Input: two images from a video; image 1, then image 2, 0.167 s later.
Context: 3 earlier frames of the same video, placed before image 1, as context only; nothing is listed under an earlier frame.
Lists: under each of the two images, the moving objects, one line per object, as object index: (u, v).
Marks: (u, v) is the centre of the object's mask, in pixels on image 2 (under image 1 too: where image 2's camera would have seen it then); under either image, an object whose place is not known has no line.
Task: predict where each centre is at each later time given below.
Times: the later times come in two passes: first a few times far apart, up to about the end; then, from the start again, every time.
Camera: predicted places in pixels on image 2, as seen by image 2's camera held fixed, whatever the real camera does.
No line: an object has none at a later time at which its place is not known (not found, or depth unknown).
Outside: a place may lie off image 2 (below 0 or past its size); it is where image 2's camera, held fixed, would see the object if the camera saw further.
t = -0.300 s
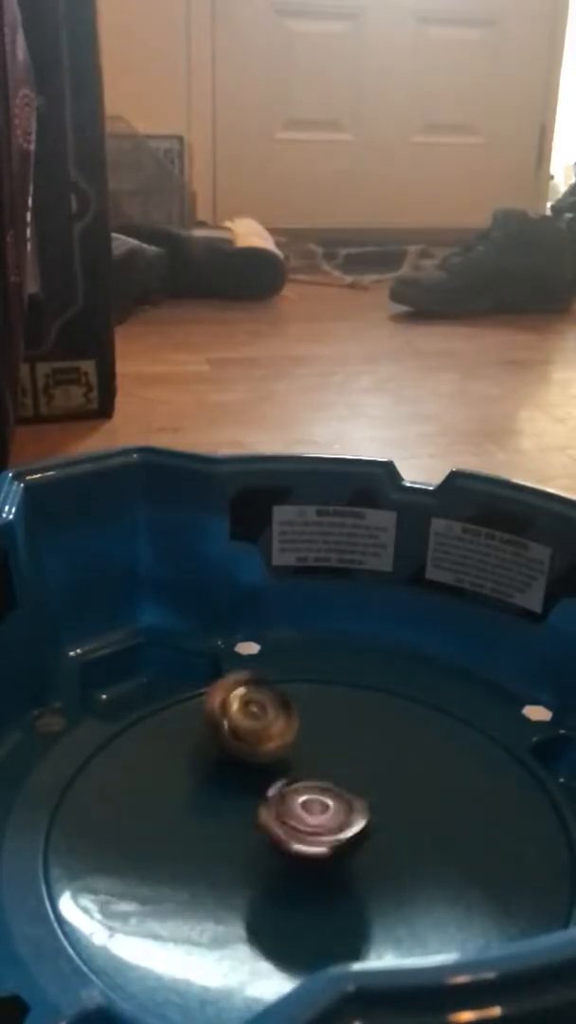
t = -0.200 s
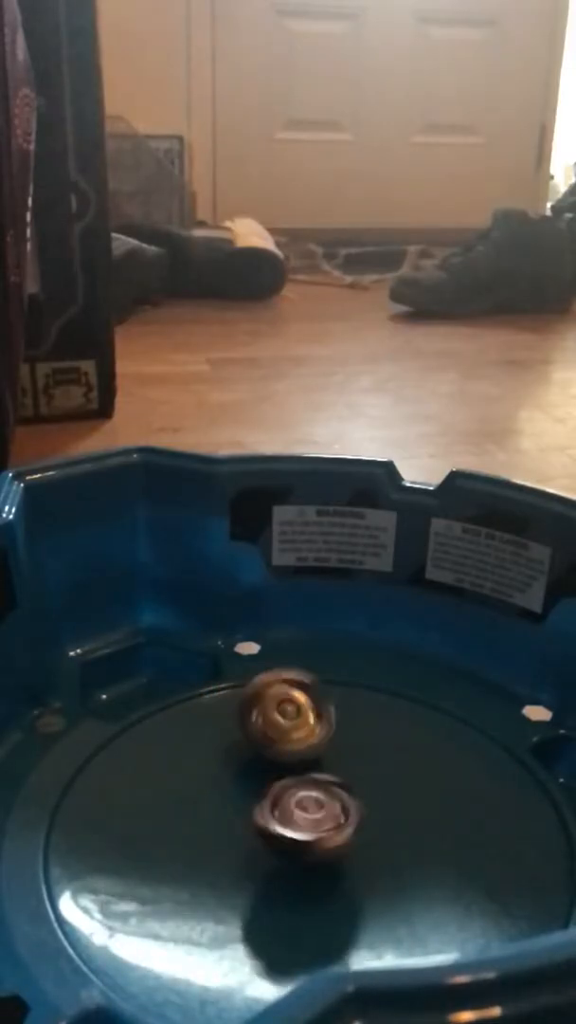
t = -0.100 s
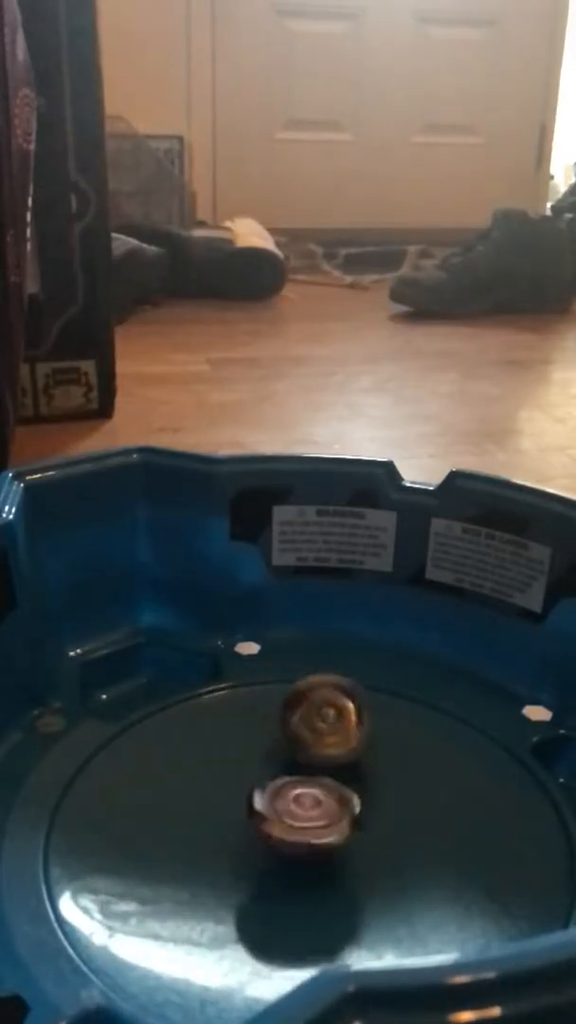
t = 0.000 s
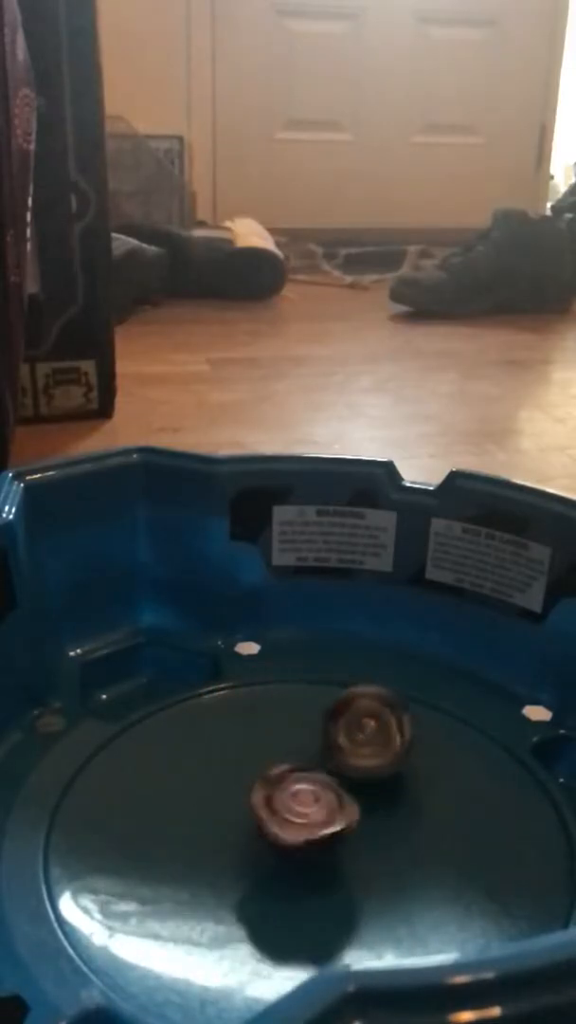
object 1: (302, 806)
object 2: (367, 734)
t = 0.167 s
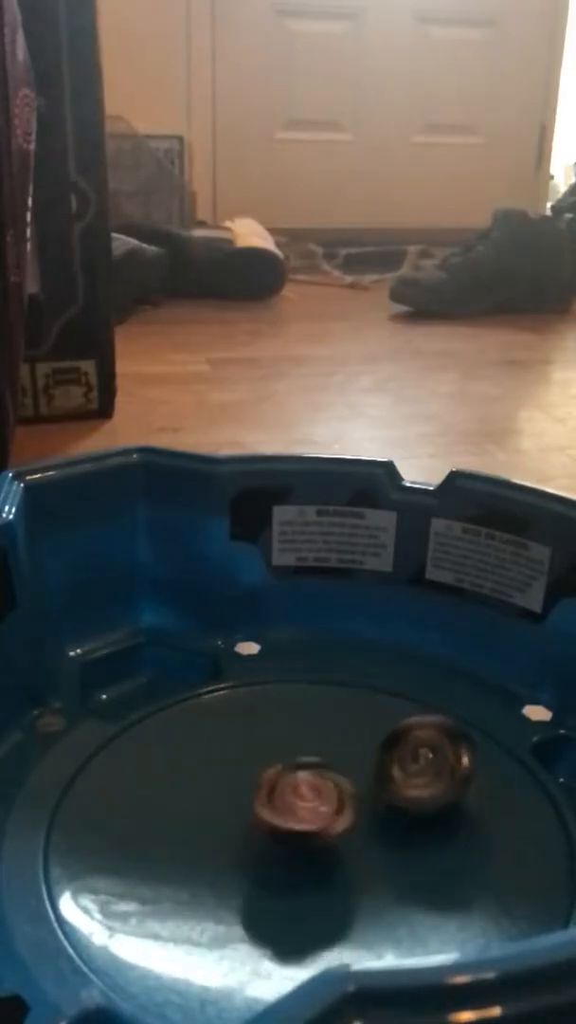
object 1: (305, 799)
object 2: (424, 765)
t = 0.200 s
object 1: (307, 800)
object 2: (432, 773)
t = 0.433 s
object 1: (314, 799)
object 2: (441, 842)
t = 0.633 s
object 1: (317, 798)
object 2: (374, 906)
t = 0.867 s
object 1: (315, 808)
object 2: (262, 917)
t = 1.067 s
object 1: (308, 809)
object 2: (190, 868)
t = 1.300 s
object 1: (298, 811)
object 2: (179, 784)
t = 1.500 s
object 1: (296, 804)
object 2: (229, 731)
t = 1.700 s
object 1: (302, 799)
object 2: (309, 716)
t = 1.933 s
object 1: (317, 799)
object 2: (398, 739)
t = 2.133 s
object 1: (324, 802)
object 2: (434, 792)
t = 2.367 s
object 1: (305, 804)
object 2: (419, 880)
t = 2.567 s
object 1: (284, 789)
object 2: (327, 924)
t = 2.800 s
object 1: (284, 781)
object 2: (216, 901)
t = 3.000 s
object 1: (300, 785)
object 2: (175, 818)
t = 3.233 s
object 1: (313, 803)
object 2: (217, 738)
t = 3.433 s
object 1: (306, 816)
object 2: (297, 713)
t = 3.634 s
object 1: (296, 826)
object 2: (380, 730)
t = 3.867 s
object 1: (290, 820)
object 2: (435, 794)
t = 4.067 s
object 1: (300, 808)
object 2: (412, 872)
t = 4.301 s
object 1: (325, 806)
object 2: (293, 921)
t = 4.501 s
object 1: (332, 807)
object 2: (203, 886)
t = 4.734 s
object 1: (328, 804)
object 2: (184, 795)
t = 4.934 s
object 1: (313, 805)
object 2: (240, 740)
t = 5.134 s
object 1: (304, 795)
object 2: (330, 722)
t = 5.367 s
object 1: (306, 790)
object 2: (411, 759)
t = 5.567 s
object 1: (308, 793)
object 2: (429, 827)
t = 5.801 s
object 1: (306, 805)
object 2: (340, 901)
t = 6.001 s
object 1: (300, 812)
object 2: (232, 898)
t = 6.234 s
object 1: (298, 806)
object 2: (183, 824)
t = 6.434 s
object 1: (319, 812)
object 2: (228, 764)
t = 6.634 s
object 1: (330, 817)
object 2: (318, 738)
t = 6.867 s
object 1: (331, 825)
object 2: (415, 762)
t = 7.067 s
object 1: (312, 821)
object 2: (439, 816)
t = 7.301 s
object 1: (292, 791)
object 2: (372, 888)
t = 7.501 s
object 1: (302, 774)
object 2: (263, 886)
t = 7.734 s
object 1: (318, 779)
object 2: (205, 810)
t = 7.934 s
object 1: (359, 838)
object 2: (200, 732)
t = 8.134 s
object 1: (336, 867)
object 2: (266, 745)
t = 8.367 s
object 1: (235, 880)
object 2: (359, 780)
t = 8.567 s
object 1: (241, 855)
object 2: (425, 779)
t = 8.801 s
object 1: (245, 792)
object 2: (343, 816)
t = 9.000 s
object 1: (233, 781)
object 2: (320, 836)
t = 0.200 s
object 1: (307, 800)
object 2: (432, 773)
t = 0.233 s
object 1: (306, 796)
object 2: (438, 781)
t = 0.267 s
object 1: (307, 801)
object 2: (442, 791)
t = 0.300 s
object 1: (308, 797)
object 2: (445, 801)
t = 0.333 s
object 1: (312, 799)
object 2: (447, 810)
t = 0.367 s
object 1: (313, 798)
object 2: (447, 820)
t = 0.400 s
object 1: (313, 794)
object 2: (446, 831)
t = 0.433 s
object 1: (314, 799)
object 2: (441, 842)
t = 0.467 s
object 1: (314, 795)
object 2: (433, 853)
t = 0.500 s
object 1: (316, 799)
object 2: (428, 864)
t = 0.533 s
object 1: (315, 799)
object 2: (417, 875)
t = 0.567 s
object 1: (318, 798)
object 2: (403, 886)
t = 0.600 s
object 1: (318, 801)
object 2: (389, 899)
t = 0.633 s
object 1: (317, 798)
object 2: (374, 906)
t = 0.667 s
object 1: (320, 803)
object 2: (360, 911)
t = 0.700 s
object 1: (318, 803)
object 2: (343, 916)
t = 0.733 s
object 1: (320, 805)
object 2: (325, 919)
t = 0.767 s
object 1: (319, 807)
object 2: (312, 921)
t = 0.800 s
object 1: (319, 804)
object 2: (299, 925)
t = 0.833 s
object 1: (319, 808)
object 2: (280, 922)
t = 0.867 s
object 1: (315, 808)
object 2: (262, 917)
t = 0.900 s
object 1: (319, 808)
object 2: (249, 914)
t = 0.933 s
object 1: (314, 810)
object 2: (231, 904)
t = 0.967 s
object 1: (312, 807)
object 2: (218, 895)
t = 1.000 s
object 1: (314, 813)
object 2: (206, 888)
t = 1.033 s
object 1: (310, 811)
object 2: (198, 880)
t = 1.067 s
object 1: (308, 809)
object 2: (190, 868)
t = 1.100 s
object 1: (308, 815)
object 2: (184, 856)
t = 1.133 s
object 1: (304, 810)
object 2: (181, 844)
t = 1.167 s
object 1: (306, 809)
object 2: (175, 834)
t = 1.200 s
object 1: (303, 813)
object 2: (175, 820)
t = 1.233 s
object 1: (301, 807)
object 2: (174, 806)
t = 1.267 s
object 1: (302, 812)
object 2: (173, 795)
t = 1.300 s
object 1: (298, 811)
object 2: (179, 784)
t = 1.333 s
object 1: (299, 807)
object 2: (182, 773)
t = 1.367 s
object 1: (299, 810)
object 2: (191, 761)
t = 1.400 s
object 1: (295, 809)
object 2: (200, 753)
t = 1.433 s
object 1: (299, 803)
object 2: (209, 742)
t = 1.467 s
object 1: (299, 808)
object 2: (218, 737)
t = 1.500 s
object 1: (296, 804)
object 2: (229, 731)
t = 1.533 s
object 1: (300, 802)
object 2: (243, 729)
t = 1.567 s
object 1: (299, 805)
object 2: (254, 726)
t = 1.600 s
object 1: (297, 801)
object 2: (268, 719)
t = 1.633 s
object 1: (303, 803)
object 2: (282, 717)
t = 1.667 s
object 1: (302, 801)
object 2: (296, 715)
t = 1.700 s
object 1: (302, 799)
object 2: (309, 716)
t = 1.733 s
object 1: (305, 802)
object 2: (325, 719)
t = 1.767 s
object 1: (306, 801)
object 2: (340, 722)
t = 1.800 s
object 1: (307, 798)
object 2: (352, 722)
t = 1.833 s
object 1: (311, 801)
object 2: (361, 725)
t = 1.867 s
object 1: (312, 802)
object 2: (377, 729)
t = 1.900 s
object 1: (312, 801)
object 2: (388, 734)
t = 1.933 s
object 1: (317, 799)
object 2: (398, 739)
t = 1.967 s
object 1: (317, 802)
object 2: (406, 746)
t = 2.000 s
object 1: (318, 803)
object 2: (415, 752)
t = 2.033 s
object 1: (322, 802)
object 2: (424, 761)
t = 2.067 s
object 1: (321, 805)
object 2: (431, 771)
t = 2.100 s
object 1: (321, 804)
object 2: (432, 780)
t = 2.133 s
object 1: (324, 802)
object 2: (434, 792)
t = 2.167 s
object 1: (325, 808)
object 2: (439, 802)
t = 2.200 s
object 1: (322, 807)
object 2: (442, 812)
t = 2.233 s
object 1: (321, 804)
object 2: (440, 824)
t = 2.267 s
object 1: (321, 809)
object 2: (431, 839)
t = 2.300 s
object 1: (311, 806)
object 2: (433, 852)
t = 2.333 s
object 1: (309, 800)
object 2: (429, 867)
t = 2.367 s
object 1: (305, 804)
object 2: (419, 880)
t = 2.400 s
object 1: (300, 802)
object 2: (410, 892)
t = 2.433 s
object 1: (295, 799)
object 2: (396, 902)
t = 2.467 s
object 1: (292, 799)
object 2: (379, 909)
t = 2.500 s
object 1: (290, 799)
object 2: (363, 917)
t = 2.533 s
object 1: (287, 797)
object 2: (347, 923)
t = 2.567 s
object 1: (284, 789)
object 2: (327, 924)
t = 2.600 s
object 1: (284, 793)
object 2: (307, 929)
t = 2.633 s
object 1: (284, 789)
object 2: (292, 931)
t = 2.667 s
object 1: (280, 789)
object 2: (275, 927)
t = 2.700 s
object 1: (284, 783)
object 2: (255, 925)
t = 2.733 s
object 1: (283, 786)
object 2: (244, 918)
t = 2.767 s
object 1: (283, 785)
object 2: (230, 910)
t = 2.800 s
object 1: (284, 781)
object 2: (216, 901)
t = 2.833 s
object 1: (288, 779)
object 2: (207, 890)
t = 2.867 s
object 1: (290, 781)
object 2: (197, 873)
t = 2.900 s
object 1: (291, 782)
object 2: (187, 863)
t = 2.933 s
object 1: (293, 780)
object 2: (183, 850)
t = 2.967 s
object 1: (297, 782)
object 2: (174, 833)
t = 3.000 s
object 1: (300, 785)
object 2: (175, 818)
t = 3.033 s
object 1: (299, 787)
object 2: (177, 806)
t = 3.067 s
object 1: (304, 785)
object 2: (176, 794)
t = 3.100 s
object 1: (307, 793)
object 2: (182, 777)
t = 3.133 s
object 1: (308, 794)
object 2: (190, 766)
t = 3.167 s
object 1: (309, 795)
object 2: (195, 757)
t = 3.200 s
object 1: (310, 795)
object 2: (200, 750)
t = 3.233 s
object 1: (313, 803)
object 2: (217, 738)
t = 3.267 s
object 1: (313, 805)
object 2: (227, 733)
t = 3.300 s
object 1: (311, 808)
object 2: (242, 726)
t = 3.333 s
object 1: (311, 805)
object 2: (251, 721)
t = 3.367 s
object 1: (313, 815)
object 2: (266, 717)
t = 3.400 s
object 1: (310, 817)
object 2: (280, 714)
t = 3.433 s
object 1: (306, 816)
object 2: (297, 713)
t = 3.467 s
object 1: (307, 816)
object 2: (312, 713)
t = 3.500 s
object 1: (305, 823)
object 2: (322, 715)
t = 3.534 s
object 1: (303, 824)
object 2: (338, 718)
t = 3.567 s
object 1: (299, 823)
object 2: (352, 721)
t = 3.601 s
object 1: (298, 821)
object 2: (366, 725)
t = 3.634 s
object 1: (296, 826)
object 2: (380, 730)
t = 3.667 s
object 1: (295, 825)
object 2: (389, 737)
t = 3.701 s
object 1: (293, 823)
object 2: (403, 743)
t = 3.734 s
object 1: (291, 820)
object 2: (411, 752)
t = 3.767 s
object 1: (292, 825)
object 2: (421, 769)
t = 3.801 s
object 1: (293, 824)
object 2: (426, 771)
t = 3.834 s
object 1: (291, 822)
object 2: (431, 787)
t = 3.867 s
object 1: (290, 820)
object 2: (435, 794)
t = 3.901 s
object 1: (291, 816)
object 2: (435, 809)
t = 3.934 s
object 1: (292, 820)
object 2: (437, 817)
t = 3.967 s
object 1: (293, 817)
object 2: (431, 832)
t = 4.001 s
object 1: (294, 814)
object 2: (428, 848)
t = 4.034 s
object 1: (296, 809)
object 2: (422, 860)
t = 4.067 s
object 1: (300, 808)
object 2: (412, 872)
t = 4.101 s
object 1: (304, 810)
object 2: (396, 887)
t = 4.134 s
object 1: (306, 810)
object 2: (383, 898)
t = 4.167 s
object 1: (308, 807)
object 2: (368, 905)
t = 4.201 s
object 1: (313, 803)
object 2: (346, 914)
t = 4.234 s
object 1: (318, 803)
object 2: (328, 916)
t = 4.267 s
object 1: (322, 807)
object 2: (311, 920)
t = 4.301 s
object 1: (325, 806)
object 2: (293, 921)
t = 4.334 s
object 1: (325, 806)
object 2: (273, 919)
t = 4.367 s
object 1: (328, 802)
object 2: (258, 916)
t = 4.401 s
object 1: (332, 803)
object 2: (238, 911)
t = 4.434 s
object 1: (334, 809)
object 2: (227, 904)
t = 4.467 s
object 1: (334, 808)
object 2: (211, 893)
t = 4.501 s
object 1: (332, 807)
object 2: (203, 886)
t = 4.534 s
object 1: (331, 804)
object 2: (189, 872)
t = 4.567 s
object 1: (336, 804)
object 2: (187, 863)
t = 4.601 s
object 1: (335, 811)
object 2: (179, 847)
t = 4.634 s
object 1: (334, 810)
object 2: (182, 834)
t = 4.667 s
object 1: (331, 808)
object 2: (179, 819)
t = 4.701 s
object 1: (330, 810)
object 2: (183, 808)
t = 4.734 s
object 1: (328, 804)
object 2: (184, 795)
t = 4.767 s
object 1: (327, 811)
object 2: (193, 786)
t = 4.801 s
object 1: (324, 812)
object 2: (198, 773)
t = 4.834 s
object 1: (321, 810)
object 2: (210, 763)
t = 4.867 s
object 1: (316, 807)
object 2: (220, 755)
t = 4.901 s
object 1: (313, 805)
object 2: (233, 745)
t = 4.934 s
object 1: (313, 805)
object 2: (240, 740)
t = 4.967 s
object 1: (310, 808)
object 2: (257, 731)
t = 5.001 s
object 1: (312, 805)
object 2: (270, 727)
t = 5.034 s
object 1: (308, 805)
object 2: (283, 721)
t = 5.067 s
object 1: (305, 800)
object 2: (300, 721)
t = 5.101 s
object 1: (305, 797)
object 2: (313, 716)
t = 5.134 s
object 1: (304, 795)
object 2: (330, 722)
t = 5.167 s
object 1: (307, 795)
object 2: (340, 721)
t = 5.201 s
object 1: (305, 797)
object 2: (360, 728)
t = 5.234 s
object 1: (305, 795)
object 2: (369, 732)
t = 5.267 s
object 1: (305, 794)
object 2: (383, 735)
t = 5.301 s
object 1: (304, 793)
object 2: (394, 743)
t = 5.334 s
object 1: (306, 791)
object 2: (401, 750)
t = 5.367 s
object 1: (306, 790)
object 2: (411, 759)
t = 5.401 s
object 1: (307, 795)
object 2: (417, 768)
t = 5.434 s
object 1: (308, 795)
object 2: (422, 779)
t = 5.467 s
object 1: (308, 794)
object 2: (425, 788)
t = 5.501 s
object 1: (308, 794)
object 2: (431, 800)
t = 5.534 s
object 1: (308, 795)
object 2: (428, 812)
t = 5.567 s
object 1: (308, 793)
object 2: (429, 827)
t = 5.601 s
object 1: (310, 793)
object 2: (418, 841)
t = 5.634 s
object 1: (313, 795)
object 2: (411, 855)
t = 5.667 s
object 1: (312, 803)
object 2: (400, 863)
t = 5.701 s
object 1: (310, 804)
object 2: (387, 875)
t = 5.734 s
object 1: (309, 805)
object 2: (373, 885)
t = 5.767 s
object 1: (308, 805)
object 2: (356, 894)
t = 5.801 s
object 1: (306, 805)
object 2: (340, 901)
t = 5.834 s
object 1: (305, 807)
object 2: (319, 906)
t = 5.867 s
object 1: (306, 806)
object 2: (299, 909)
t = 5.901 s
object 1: (305, 807)
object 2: (288, 912)
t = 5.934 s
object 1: (302, 811)
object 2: (265, 908)
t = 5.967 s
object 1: (301, 812)
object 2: (249, 904)
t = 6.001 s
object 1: (300, 812)
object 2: (232, 898)
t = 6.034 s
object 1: (298, 811)
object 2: (214, 888)
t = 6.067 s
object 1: (296, 810)
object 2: (205, 882)
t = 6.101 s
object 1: (295, 808)
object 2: (195, 872)
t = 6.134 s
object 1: (294, 807)
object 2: (189, 858)
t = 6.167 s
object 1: (295, 805)
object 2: (185, 850)
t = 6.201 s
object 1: (295, 805)
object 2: (178, 836)
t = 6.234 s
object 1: (298, 806)
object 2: (183, 824)
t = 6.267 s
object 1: (300, 805)
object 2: (182, 814)
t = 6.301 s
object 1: (302, 810)
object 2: (183, 803)
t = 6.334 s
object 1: (306, 809)
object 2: (195, 791)
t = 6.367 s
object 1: (309, 809)
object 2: (203, 779)
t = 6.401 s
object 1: (316, 810)
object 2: (215, 769)
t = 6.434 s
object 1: (319, 812)
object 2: (228, 764)
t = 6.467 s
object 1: (321, 813)
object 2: (240, 757)
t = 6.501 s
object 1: (324, 814)
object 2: (254, 750)
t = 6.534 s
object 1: (327, 814)
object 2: (269, 744)
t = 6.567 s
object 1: (328, 816)
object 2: (283, 740)
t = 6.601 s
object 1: (329, 816)
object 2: (300, 737)
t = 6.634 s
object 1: (330, 817)
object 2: (318, 738)
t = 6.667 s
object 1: (332, 818)
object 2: (334, 737)
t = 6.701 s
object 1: (333, 819)
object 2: (346, 737)
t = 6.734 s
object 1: (334, 820)
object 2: (366, 741)
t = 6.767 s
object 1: (334, 821)
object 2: (379, 745)
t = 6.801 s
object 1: (334, 822)
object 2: (392, 748)
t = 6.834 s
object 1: (333, 824)
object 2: (406, 755)
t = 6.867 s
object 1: (331, 825)
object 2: (415, 762)
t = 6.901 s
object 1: (328, 825)
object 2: (420, 771)
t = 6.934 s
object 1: (325, 825)
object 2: (433, 778)
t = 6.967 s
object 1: (320, 826)
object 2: (437, 788)
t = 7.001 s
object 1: (317, 826)
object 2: (436, 797)
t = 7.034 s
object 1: (315, 824)
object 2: (443, 807)
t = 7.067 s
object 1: (312, 821)
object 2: (439, 816)
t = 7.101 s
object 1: (311, 819)
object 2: (429, 830)
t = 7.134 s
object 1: (309, 816)
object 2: (430, 841)
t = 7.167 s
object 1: (302, 810)
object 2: (418, 852)
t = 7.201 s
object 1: (297, 804)
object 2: (414, 865)
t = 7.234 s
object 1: (295, 799)
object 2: (401, 875)
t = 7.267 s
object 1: (291, 795)
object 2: (388, 883)
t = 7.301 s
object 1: (292, 791)
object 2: (372, 888)
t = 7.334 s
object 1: (291, 787)
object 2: (354, 895)
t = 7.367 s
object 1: (293, 784)
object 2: (334, 895)
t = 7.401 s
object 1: (294, 780)
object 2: (319, 895)
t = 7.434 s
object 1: (297, 778)
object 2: (298, 894)
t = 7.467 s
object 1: (298, 776)
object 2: (281, 890)
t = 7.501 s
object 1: (302, 774)
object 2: (263, 886)
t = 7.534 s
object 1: (304, 773)
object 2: (248, 875)
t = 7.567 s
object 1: (307, 774)
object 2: (238, 870)
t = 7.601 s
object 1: (310, 774)
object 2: (224, 857)
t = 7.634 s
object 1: (313, 774)
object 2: (214, 846)
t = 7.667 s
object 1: (315, 775)
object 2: (205, 835)
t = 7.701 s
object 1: (317, 777)
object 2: (204, 818)
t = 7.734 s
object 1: (318, 779)
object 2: (205, 810)
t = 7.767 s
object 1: (321, 782)
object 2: (207, 796)
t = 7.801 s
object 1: (321, 785)
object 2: (210, 787)
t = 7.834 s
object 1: (333, 798)
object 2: (207, 776)
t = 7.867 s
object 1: (347, 813)
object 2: (201, 754)
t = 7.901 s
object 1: (355, 825)
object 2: (200, 739)
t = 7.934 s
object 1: (359, 838)
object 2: (200, 732)
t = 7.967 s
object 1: (364, 843)
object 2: (209, 727)
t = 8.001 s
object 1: (366, 844)
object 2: (220, 727)
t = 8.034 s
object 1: (364, 846)
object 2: (233, 731)
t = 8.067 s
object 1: (355, 860)
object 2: (243, 735)
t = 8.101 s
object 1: (344, 865)
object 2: (253, 739)
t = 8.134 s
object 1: (336, 867)
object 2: (266, 745)
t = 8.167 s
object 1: (325, 870)
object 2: (274, 752)
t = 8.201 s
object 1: (317, 865)
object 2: (283, 761)
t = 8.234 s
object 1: (307, 868)
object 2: (290, 770)
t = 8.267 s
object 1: (295, 857)
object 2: (296, 781)
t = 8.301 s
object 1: (288, 857)
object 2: (306, 788)
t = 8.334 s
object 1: (259, 876)
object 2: (330, 780)
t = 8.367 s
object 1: (235, 880)
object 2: (359, 780)
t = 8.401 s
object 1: (226, 876)
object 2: (384, 771)
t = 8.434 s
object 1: (218, 873)
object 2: (406, 766)
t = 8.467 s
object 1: (223, 871)
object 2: (422, 767)
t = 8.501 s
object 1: (227, 863)
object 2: (425, 767)
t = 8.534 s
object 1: (240, 866)
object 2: (429, 775)
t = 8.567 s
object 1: (241, 855)
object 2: (425, 779)
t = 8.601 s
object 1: (248, 844)
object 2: (413, 795)
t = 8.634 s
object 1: (252, 838)
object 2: (408, 800)
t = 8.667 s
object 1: (251, 822)
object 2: (394, 805)
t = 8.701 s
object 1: (256, 820)
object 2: (379, 808)
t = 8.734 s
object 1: (256, 811)
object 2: (359, 808)
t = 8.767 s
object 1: (247, 802)
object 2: (346, 816)
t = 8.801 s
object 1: (245, 792)
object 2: (343, 816)
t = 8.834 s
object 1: (240, 784)
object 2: (339, 816)
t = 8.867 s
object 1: (239, 778)
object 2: (335, 819)
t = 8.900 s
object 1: (233, 779)
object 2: (329, 818)
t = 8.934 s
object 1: (232, 782)
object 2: (327, 822)
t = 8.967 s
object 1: (231, 780)
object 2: (325, 825)
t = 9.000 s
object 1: (233, 781)
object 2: (320, 836)
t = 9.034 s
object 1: (232, 779)
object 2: (312, 841)
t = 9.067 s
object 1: (231, 780)
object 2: (307, 847)
